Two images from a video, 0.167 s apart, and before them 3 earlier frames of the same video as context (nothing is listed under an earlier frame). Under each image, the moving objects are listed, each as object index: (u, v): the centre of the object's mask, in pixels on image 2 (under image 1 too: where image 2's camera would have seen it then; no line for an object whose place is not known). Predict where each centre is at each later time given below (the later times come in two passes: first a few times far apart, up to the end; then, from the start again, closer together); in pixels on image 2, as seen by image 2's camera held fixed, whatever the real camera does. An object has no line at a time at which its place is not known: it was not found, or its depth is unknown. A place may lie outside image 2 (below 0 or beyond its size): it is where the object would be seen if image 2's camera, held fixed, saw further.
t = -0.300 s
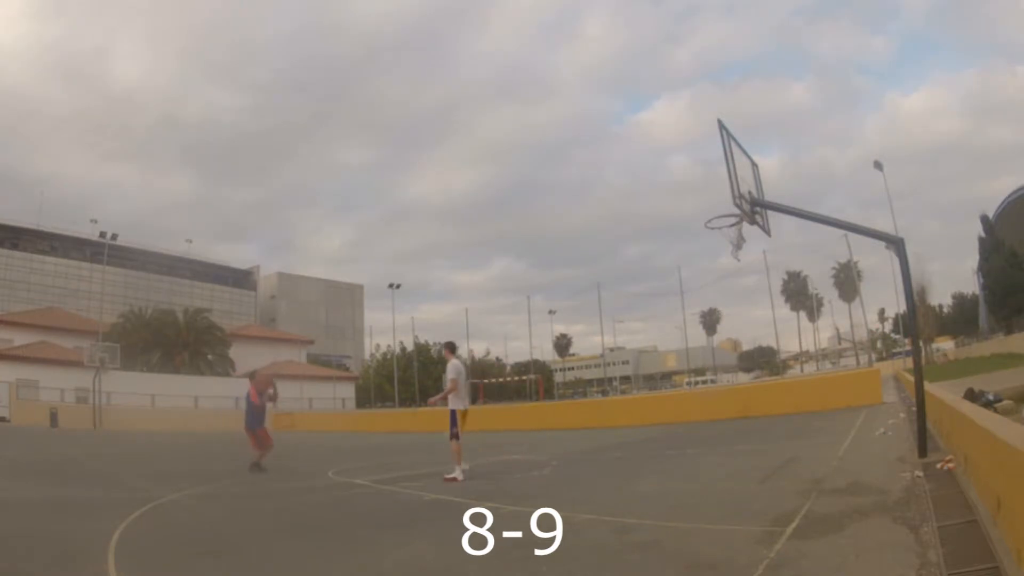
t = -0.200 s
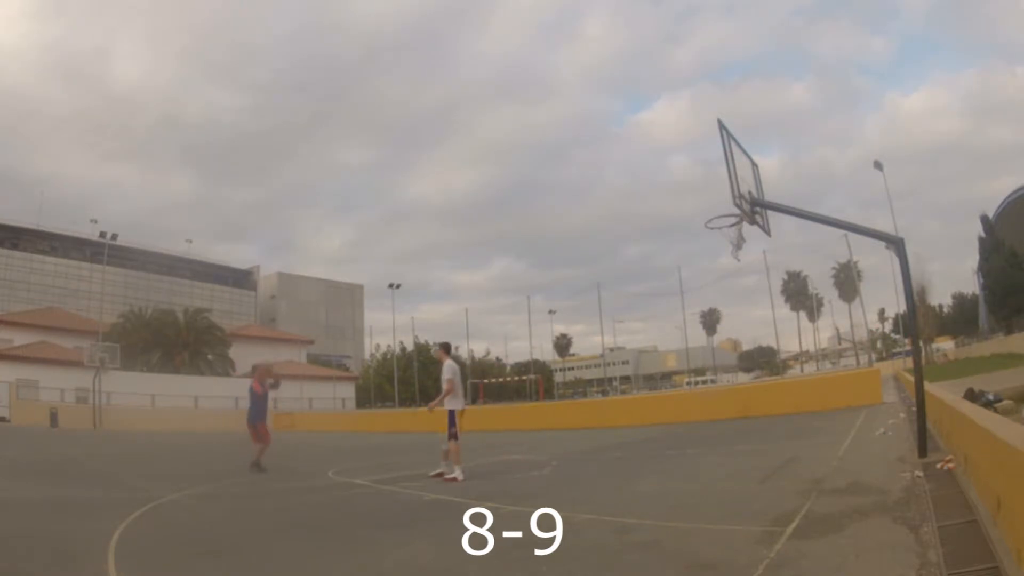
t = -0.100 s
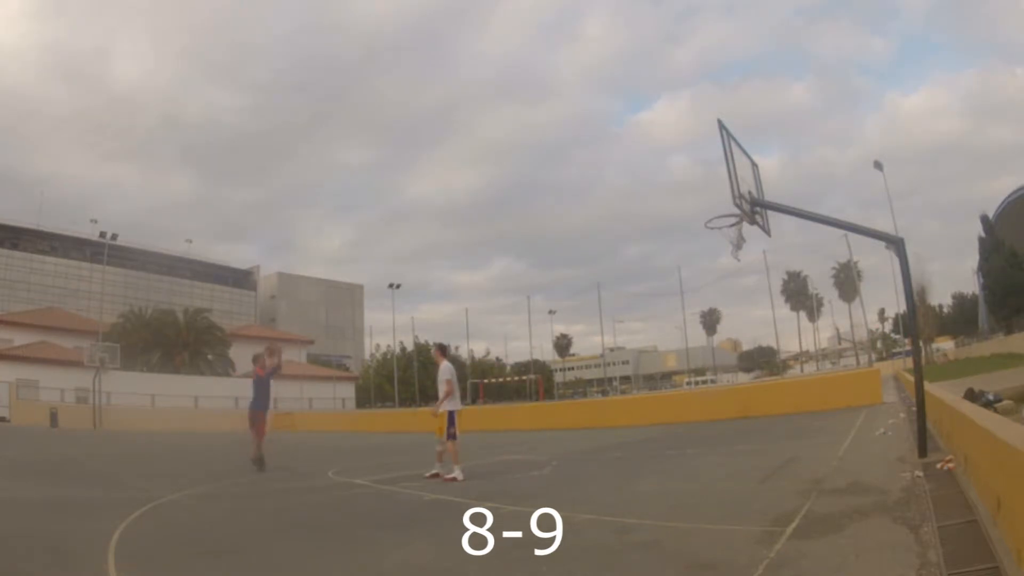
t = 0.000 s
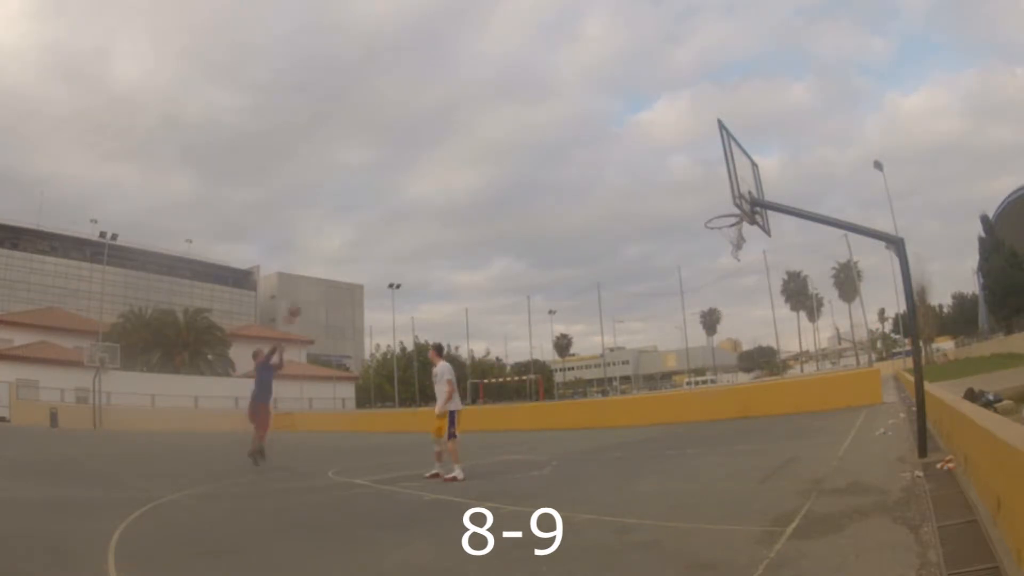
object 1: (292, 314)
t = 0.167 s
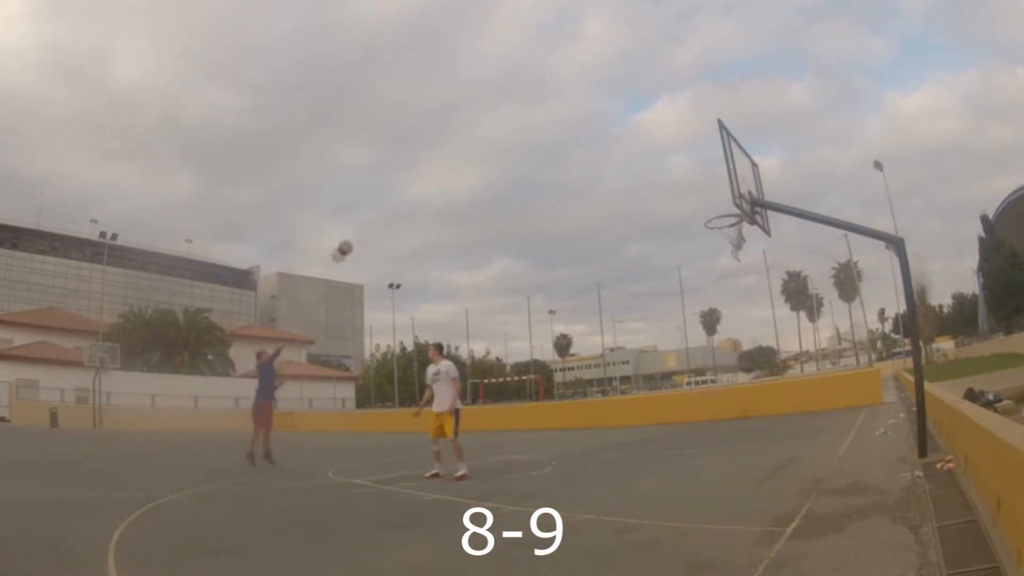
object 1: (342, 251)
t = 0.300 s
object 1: (388, 210)
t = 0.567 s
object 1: (481, 163)
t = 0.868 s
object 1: (602, 164)
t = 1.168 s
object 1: (735, 234)
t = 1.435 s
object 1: (752, 250)
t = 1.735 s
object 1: (779, 341)
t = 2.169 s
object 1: (780, 379)
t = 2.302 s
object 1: (766, 344)
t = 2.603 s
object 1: (736, 319)
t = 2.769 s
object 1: (722, 345)
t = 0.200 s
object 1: (355, 238)
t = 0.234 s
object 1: (363, 230)
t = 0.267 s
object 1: (376, 220)
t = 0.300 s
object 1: (388, 210)
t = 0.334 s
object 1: (397, 203)
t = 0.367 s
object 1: (411, 194)
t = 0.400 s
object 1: (420, 188)
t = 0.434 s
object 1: (433, 181)
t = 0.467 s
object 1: (447, 174)
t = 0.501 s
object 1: (456, 171)
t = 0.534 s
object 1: (470, 166)
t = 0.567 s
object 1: (481, 163)
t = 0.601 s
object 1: (494, 160)
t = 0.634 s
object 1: (508, 158)
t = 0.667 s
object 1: (519, 157)
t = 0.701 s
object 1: (534, 156)
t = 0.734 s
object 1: (545, 156)
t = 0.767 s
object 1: (559, 157)
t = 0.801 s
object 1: (575, 159)
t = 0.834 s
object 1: (585, 161)
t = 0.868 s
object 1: (602, 164)
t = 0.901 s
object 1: (616, 168)
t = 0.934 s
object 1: (629, 173)
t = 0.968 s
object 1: (647, 180)
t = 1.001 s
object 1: (657, 185)
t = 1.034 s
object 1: (675, 194)
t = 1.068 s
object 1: (688, 201)
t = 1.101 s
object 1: (704, 211)
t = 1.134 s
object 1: (717, 222)
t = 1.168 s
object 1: (735, 234)
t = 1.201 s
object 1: (738, 234)
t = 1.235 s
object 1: (740, 233)
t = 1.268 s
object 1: (742, 233)
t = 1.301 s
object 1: (744, 234)
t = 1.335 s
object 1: (745, 235)
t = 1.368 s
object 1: (746, 237)
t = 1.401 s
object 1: (749, 244)
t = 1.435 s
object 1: (752, 250)
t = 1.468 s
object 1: (754, 256)
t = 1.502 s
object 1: (757, 263)
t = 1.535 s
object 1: (760, 271)
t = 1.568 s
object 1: (762, 280)
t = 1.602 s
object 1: (766, 290)
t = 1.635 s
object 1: (769, 301)
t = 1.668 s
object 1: (772, 313)
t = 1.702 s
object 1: (776, 328)
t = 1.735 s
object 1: (779, 341)
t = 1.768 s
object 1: (784, 356)
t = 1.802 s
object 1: (786, 371)
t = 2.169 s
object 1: (780, 379)
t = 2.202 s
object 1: (777, 369)
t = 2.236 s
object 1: (774, 362)
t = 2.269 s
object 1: (769, 350)
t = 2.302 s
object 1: (766, 344)
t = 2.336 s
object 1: (762, 336)
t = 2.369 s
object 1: (758, 330)
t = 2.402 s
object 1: (755, 326)
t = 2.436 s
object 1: (751, 322)
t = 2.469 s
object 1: (748, 319)
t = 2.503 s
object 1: (745, 318)
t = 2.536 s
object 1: (741, 318)
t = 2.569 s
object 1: (739, 318)
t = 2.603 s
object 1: (736, 319)
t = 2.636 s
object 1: (732, 322)
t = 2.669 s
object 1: (730, 326)
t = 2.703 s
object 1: (727, 331)
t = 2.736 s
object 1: (725, 338)
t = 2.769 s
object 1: (722, 345)
